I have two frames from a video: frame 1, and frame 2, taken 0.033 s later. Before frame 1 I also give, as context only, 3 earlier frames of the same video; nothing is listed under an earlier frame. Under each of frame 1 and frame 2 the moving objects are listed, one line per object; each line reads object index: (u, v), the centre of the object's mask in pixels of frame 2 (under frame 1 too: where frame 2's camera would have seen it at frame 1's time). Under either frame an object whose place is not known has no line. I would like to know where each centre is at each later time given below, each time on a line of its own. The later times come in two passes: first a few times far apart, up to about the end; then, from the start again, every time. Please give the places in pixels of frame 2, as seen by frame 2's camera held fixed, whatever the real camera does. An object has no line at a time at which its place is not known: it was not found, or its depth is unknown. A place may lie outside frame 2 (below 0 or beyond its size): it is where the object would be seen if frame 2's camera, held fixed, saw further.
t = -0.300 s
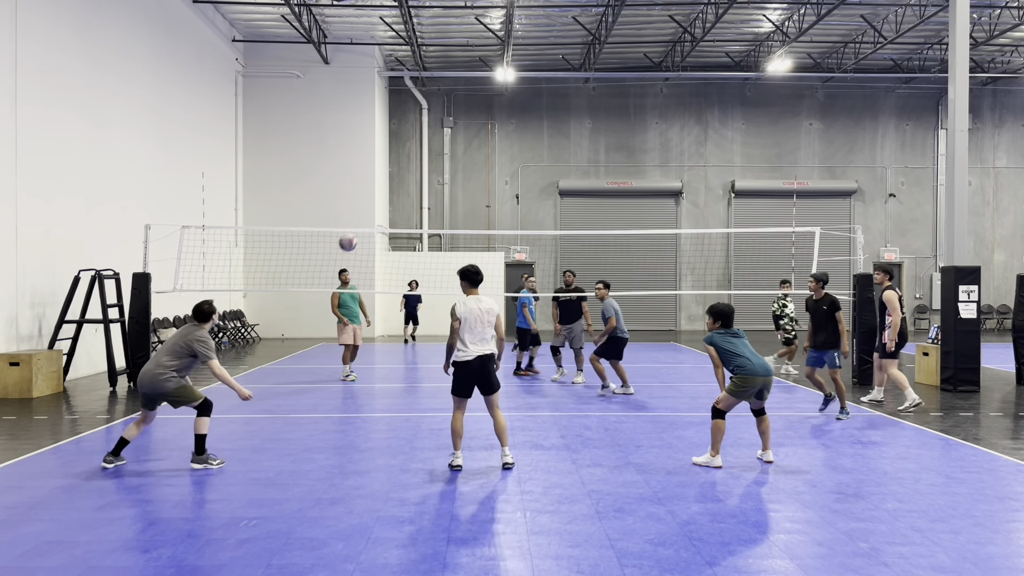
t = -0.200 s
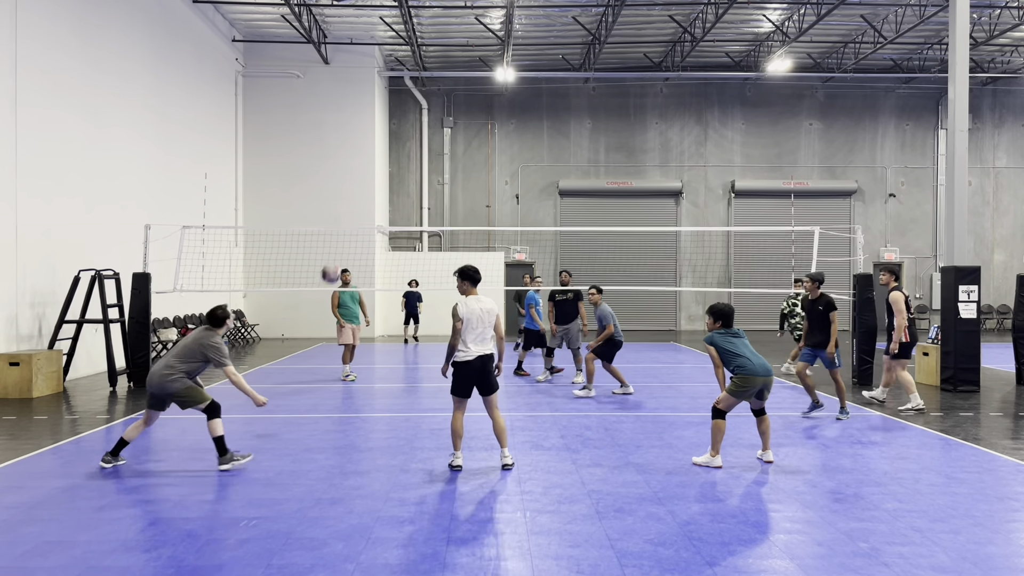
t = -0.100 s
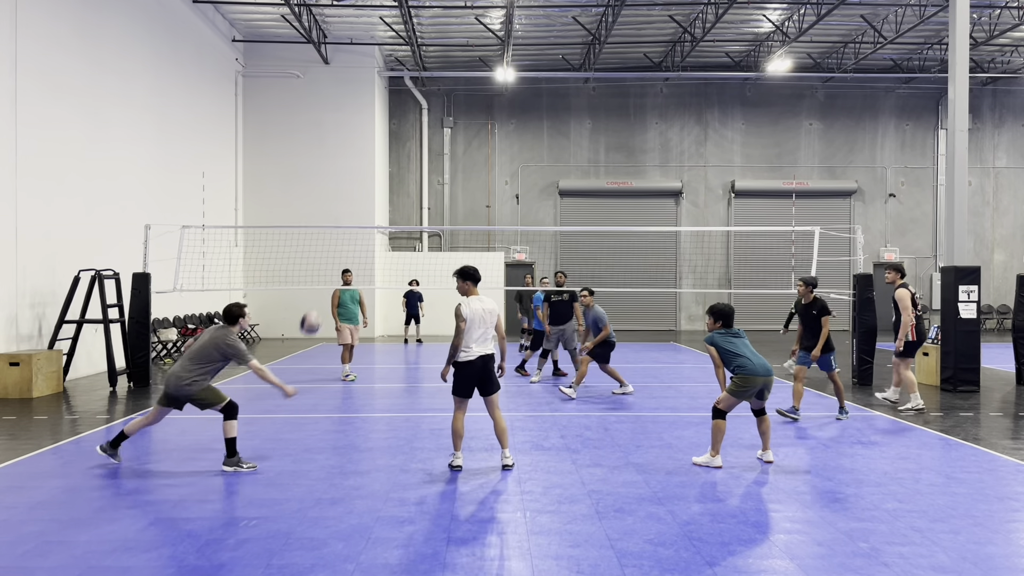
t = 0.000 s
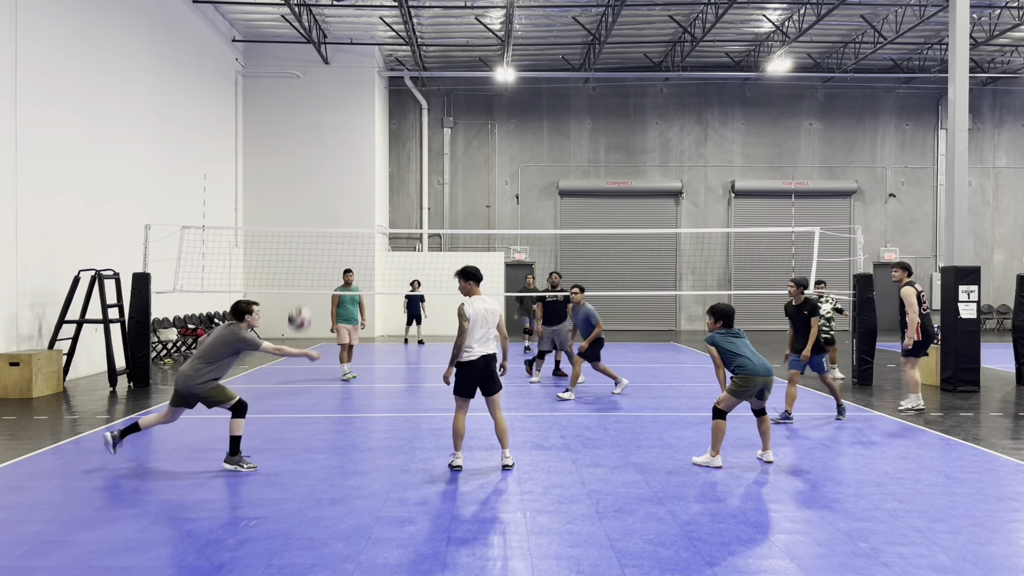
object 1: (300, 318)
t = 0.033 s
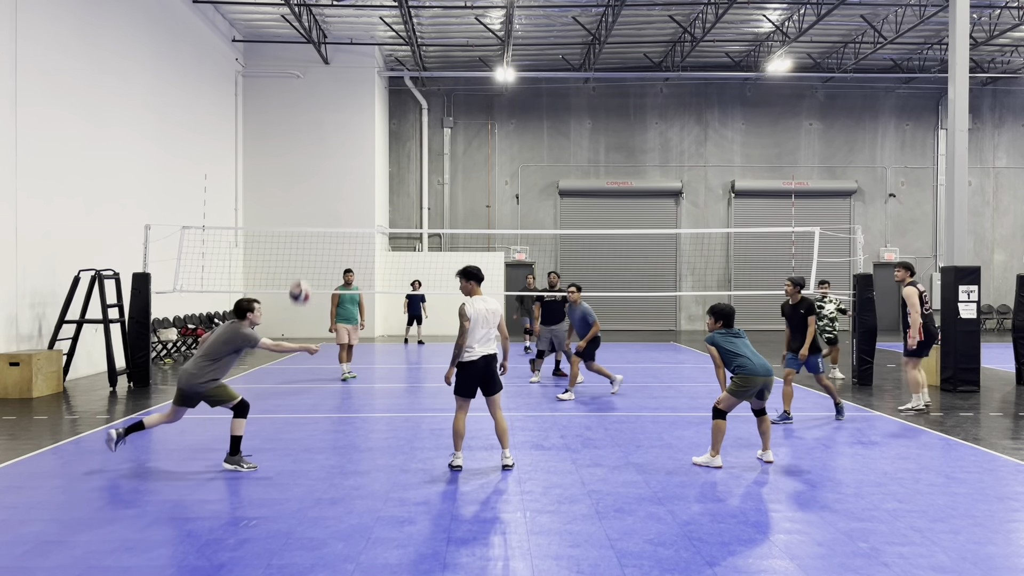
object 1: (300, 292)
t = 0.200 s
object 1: (304, 190)
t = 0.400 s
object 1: (307, 122)
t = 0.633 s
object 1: (309, 97)
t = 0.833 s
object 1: (308, 113)
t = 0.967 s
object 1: (308, 139)
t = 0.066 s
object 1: (301, 268)
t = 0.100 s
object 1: (302, 246)
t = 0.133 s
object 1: (303, 225)
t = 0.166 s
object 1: (304, 207)
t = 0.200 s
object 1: (304, 190)
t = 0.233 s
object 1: (305, 175)
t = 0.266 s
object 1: (306, 162)
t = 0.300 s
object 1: (306, 150)
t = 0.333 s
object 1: (307, 139)
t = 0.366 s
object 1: (307, 130)
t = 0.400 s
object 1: (307, 122)
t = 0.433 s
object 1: (308, 115)
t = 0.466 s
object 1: (308, 109)
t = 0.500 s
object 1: (308, 105)
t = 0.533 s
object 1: (308, 101)
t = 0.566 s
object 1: (309, 99)
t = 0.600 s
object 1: (309, 98)
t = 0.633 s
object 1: (309, 97)
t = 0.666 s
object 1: (309, 98)
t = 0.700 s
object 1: (309, 99)
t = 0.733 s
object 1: (309, 102)
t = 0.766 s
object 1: (309, 105)
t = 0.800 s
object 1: (309, 109)
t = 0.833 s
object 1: (308, 113)
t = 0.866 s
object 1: (308, 119)
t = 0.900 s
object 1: (308, 125)
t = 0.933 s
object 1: (308, 132)
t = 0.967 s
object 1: (308, 139)
